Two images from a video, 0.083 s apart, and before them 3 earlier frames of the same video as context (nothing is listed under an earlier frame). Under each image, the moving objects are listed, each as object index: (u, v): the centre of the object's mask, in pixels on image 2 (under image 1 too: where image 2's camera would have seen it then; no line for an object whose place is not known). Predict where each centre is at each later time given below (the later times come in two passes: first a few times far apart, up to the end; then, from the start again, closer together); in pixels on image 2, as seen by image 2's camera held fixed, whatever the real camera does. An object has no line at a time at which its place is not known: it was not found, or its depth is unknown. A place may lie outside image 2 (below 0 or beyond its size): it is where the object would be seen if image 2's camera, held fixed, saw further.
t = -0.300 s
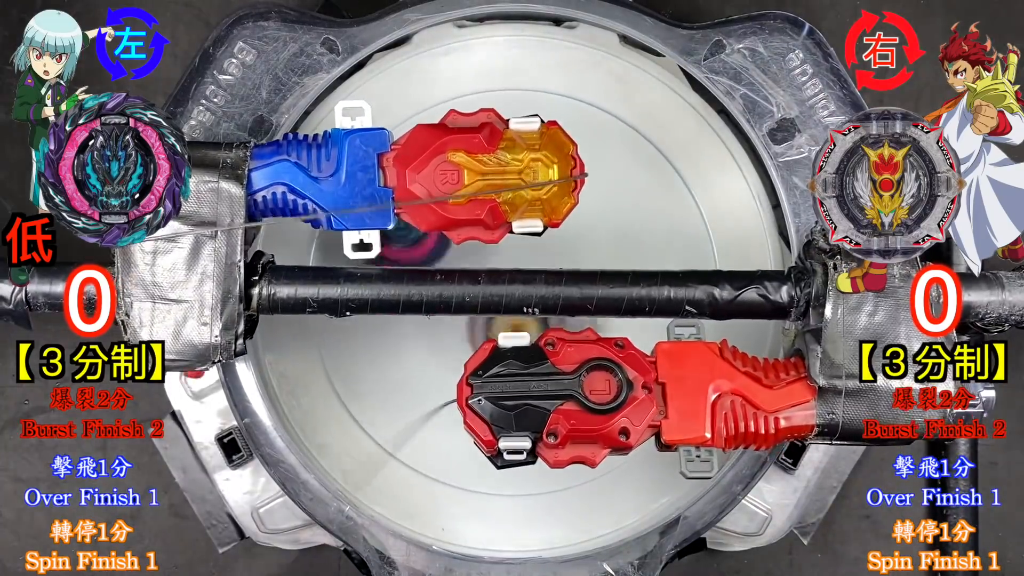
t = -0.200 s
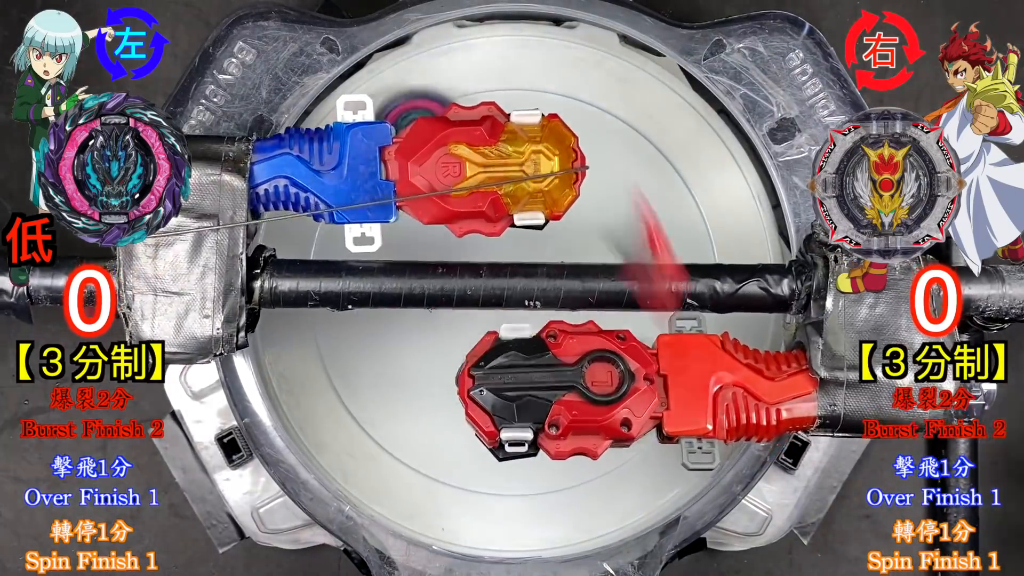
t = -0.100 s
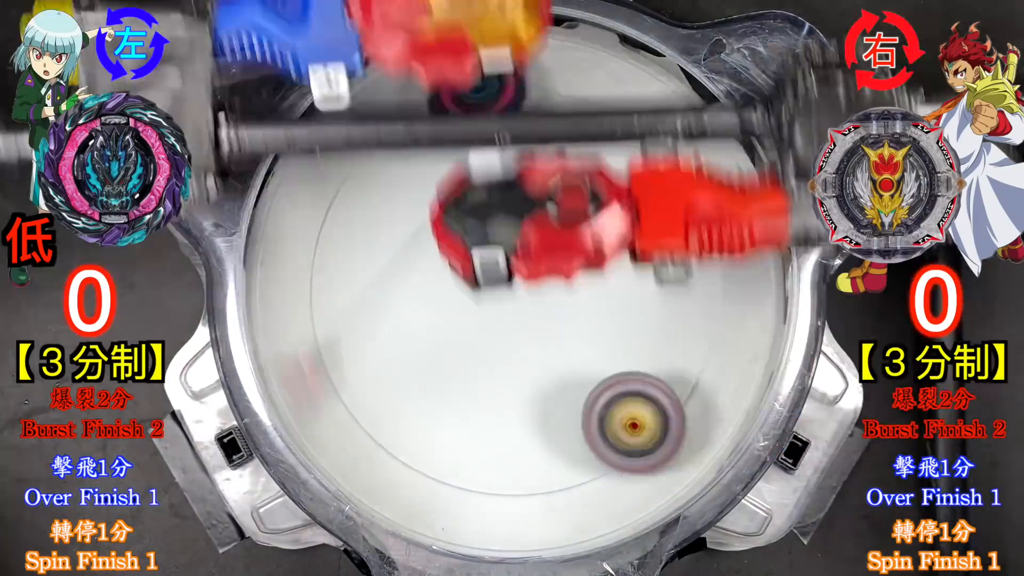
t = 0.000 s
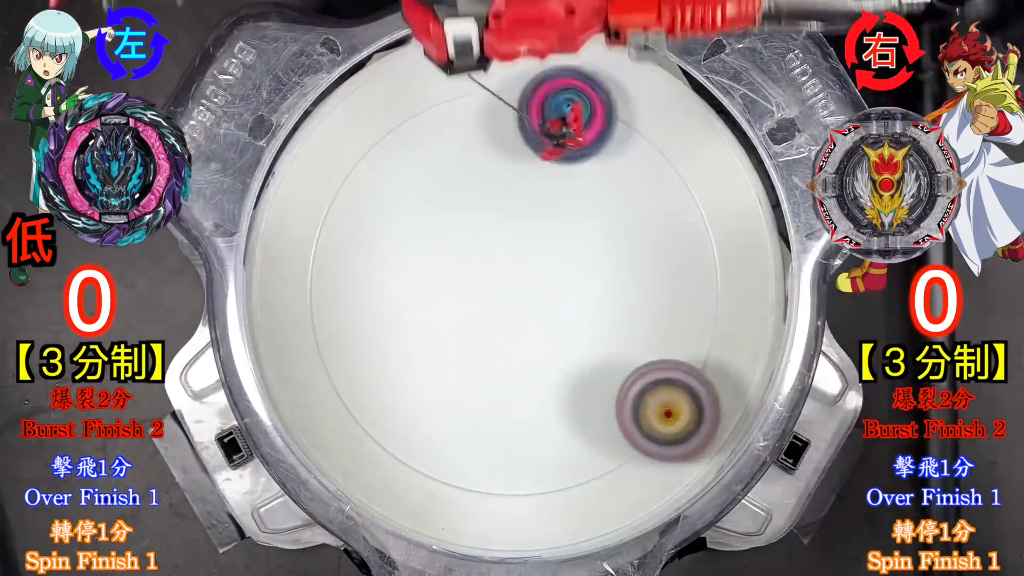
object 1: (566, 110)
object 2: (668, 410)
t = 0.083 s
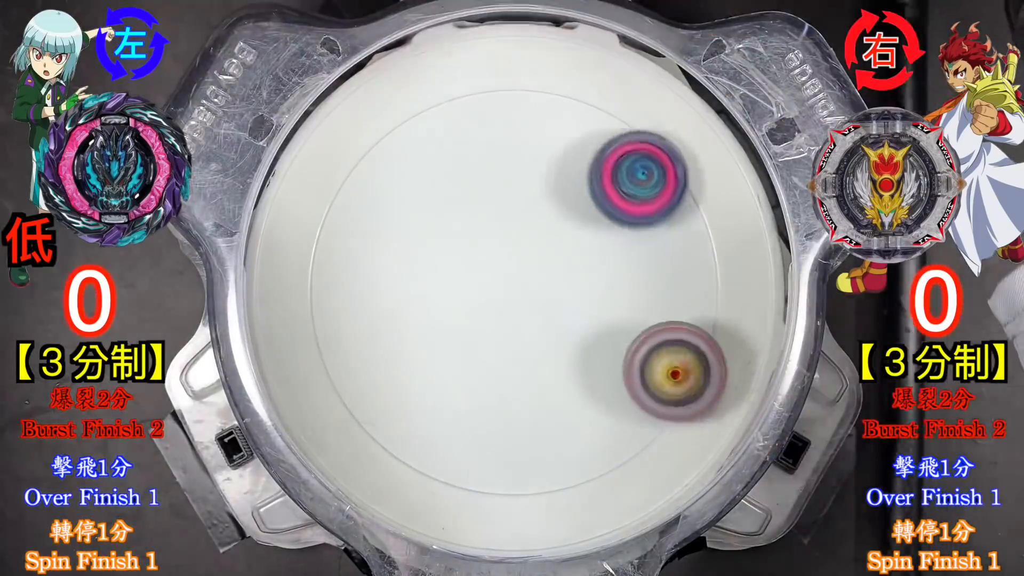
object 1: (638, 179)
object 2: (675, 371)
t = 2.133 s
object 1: (678, 205)
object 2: (503, 208)
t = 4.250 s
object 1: (644, 420)
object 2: (525, 263)
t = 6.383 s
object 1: (527, 275)
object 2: (413, 294)
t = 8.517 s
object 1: (557, 275)
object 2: (470, 314)
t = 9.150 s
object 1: (556, 257)
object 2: (471, 324)
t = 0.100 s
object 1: (651, 196)
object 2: (674, 360)
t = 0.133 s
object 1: (676, 237)
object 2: (670, 338)
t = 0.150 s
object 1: (688, 239)
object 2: (666, 347)
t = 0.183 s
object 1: (708, 244)
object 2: (657, 367)
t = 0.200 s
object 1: (710, 248)
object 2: (652, 375)
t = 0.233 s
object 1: (707, 259)
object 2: (638, 387)
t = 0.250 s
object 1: (704, 265)
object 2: (630, 393)
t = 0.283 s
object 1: (696, 279)
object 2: (615, 402)
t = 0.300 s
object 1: (691, 287)
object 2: (608, 405)
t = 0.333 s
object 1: (678, 306)
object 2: (590, 406)
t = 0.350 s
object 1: (669, 316)
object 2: (581, 407)
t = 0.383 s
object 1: (653, 333)
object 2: (565, 405)
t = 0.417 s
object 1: (634, 349)
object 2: (548, 398)
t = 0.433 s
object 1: (628, 356)
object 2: (535, 396)
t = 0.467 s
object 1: (612, 369)
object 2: (514, 392)
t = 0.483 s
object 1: (603, 374)
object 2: (504, 388)
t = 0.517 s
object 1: (585, 382)
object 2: (482, 380)
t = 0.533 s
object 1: (576, 385)
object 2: (474, 375)
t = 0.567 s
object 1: (554, 390)
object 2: (458, 362)
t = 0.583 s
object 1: (542, 390)
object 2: (448, 356)
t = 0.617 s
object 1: (520, 386)
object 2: (436, 344)
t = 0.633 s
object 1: (512, 383)
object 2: (428, 335)
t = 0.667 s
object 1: (496, 375)
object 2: (413, 320)
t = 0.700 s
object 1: (484, 359)
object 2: (404, 303)
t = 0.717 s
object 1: (479, 348)
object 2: (399, 295)
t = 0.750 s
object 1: (478, 332)
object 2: (385, 279)
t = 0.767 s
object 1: (480, 321)
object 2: (381, 270)
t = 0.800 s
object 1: (488, 299)
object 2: (370, 255)
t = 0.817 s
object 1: (493, 289)
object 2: (368, 250)
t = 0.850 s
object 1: (504, 266)
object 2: (366, 238)
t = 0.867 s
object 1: (512, 255)
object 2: (366, 236)
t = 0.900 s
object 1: (529, 237)
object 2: (373, 230)
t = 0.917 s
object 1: (537, 227)
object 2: (376, 230)
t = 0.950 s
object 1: (559, 212)
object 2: (388, 232)
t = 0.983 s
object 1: (580, 203)
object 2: (401, 237)
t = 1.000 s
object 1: (592, 199)
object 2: (411, 241)
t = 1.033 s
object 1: (616, 197)
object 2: (429, 250)
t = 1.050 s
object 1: (626, 198)
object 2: (439, 258)
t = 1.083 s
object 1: (648, 202)
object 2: (462, 273)
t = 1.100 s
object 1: (659, 208)
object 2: (470, 281)
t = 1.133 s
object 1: (676, 222)
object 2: (495, 301)
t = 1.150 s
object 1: (685, 231)
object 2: (505, 310)
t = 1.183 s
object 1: (696, 254)
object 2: (528, 333)
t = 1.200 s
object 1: (701, 267)
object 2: (540, 343)
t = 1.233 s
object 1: (708, 296)
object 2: (564, 364)
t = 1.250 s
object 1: (707, 312)
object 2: (577, 373)
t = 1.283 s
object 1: (699, 343)
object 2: (599, 390)
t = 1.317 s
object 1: (693, 357)
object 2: (592, 417)
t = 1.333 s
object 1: (687, 361)
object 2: (585, 430)
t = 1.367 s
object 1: (671, 371)
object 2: (574, 452)
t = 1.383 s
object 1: (661, 374)
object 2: (567, 461)
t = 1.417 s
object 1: (639, 384)
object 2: (557, 475)
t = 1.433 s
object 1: (628, 388)
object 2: (550, 481)
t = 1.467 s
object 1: (604, 391)
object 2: (542, 483)
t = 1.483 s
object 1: (592, 390)
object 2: (535, 482)
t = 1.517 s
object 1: (566, 385)
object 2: (526, 473)
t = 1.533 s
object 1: (555, 375)
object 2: (520, 476)
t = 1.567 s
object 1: (533, 353)
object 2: (510, 474)
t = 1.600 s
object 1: (513, 328)
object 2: (502, 469)
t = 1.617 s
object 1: (504, 316)
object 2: (497, 463)
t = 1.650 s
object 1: (490, 288)
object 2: (493, 452)
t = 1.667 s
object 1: (483, 274)
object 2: (490, 445)
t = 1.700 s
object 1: (476, 247)
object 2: (489, 428)
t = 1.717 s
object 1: (473, 232)
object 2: (488, 420)
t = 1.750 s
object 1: (472, 205)
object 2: (488, 398)
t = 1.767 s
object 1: (473, 192)
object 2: (489, 388)
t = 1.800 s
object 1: (479, 168)
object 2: (491, 366)
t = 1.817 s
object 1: (484, 155)
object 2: (493, 355)
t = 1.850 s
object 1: (498, 136)
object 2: (496, 332)
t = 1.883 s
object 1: (515, 121)
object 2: (499, 309)
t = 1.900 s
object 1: (525, 115)
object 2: (502, 300)
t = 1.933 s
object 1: (547, 108)
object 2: (504, 279)
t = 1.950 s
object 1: (559, 106)
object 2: (507, 269)
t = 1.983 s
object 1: (584, 108)
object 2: (508, 253)
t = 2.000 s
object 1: (597, 112)
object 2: (508, 244)
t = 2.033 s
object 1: (618, 128)
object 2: (510, 230)
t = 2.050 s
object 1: (629, 140)
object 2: (508, 225)
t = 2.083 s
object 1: (651, 163)
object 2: (506, 215)
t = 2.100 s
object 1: (660, 176)
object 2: (506, 213)
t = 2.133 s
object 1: (678, 205)
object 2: (503, 208)
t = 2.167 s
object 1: (692, 236)
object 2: (498, 206)
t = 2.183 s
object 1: (696, 251)
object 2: (495, 208)
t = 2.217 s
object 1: (700, 284)
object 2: (488, 212)
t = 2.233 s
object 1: (699, 300)
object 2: (485, 214)
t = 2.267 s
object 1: (691, 333)
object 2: (478, 224)
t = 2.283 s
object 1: (684, 349)
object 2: (472, 229)
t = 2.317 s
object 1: (663, 377)
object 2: (463, 242)
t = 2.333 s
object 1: (648, 390)
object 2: (459, 251)
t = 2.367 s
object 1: (616, 409)
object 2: (450, 268)
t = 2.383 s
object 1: (598, 415)
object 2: (448, 277)
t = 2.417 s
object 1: (559, 423)
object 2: (439, 298)
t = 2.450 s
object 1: (518, 423)
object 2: (433, 319)
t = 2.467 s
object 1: (498, 419)
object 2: (431, 328)
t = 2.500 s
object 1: (491, 436)
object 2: (393, 316)
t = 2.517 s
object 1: (500, 453)
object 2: (359, 296)
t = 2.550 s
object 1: (521, 482)
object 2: (297, 255)
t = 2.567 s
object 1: (530, 488)
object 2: (281, 239)
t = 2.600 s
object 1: (543, 480)
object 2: (240, 184)
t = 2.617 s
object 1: (550, 474)
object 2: (226, 171)
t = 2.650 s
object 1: (557, 456)
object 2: (247, 153)
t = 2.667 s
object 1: (560, 445)
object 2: (268, 151)
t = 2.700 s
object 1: (562, 423)
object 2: (293, 140)
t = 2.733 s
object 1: (558, 398)
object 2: (328, 135)
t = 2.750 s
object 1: (557, 383)
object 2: (336, 130)
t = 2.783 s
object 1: (549, 359)
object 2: (359, 121)
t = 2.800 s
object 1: (544, 344)
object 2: (373, 118)
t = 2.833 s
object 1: (535, 320)
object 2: (404, 121)
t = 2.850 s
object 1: (529, 308)
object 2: (420, 125)
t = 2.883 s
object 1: (522, 284)
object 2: (453, 134)
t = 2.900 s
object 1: (519, 274)
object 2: (468, 139)
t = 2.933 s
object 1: (516, 253)
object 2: (501, 156)
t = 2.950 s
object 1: (521, 261)
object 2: (513, 146)
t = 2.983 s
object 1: (537, 302)
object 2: (526, 96)
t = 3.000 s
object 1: (546, 323)
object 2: (531, 72)
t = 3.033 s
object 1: (561, 359)
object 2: (537, 63)
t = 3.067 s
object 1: (574, 393)
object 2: (538, 82)
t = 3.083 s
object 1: (579, 405)
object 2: (535, 93)
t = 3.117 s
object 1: (584, 430)
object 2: (531, 120)
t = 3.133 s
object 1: (586, 439)
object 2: (528, 134)
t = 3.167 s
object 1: (582, 453)
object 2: (521, 167)
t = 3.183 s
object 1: (580, 456)
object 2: (518, 185)
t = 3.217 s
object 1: (569, 458)
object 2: (507, 218)
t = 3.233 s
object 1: (563, 457)
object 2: (502, 237)
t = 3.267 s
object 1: (547, 448)
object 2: (490, 271)
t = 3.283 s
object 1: (538, 444)
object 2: (482, 287)
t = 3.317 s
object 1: (519, 426)
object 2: (469, 319)
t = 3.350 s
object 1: (507, 430)
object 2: (448, 324)
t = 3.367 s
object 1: (505, 435)
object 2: (437, 319)
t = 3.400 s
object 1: (496, 440)
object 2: (414, 309)
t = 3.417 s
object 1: (492, 440)
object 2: (406, 303)
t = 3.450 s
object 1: (482, 433)
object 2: (390, 293)
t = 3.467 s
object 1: (476, 429)
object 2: (385, 289)
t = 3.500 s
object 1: (466, 414)
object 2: (375, 282)
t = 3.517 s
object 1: (460, 404)
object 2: (372, 280)
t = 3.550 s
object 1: (452, 385)
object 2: (367, 276)
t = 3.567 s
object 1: (448, 372)
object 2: (367, 276)
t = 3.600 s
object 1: (442, 350)
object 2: (367, 273)
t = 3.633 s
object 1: (448, 326)
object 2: (367, 272)
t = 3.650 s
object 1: (456, 316)
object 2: (364, 271)
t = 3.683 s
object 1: (473, 299)
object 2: (357, 267)
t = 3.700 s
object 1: (483, 291)
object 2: (356, 267)
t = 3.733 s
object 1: (501, 276)
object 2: (355, 267)
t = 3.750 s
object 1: (511, 270)
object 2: (358, 269)
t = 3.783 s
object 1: (532, 259)
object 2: (363, 271)
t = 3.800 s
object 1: (542, 255)
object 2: (367, 274)
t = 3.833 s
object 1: (562, 251)
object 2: (377, 279)
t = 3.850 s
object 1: (574, 249)
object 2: (383, 282)
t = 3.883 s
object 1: (594, 249)
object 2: (394, 287)
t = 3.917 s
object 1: (615, 253)
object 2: (406, 294)
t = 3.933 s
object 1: (625, 256)
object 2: (413, 295)
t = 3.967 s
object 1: (643, 266)
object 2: (426, 301)
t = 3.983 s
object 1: (651, 273)
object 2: (433, 301)
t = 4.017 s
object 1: (666, 287)
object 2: (446, 304)
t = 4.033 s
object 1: (671, 296)
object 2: (453, 303)
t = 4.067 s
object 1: (680, 316)
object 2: (467, 303)
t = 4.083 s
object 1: (683, 325)
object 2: (473, 300)
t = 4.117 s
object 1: (685, 345)
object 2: (487, 297)
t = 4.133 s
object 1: (684, 357)
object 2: (492, 294)
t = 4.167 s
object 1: (679, 377)
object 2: (504, 287)
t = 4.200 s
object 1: (667, 397)
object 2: (514, 278)
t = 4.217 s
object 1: (660, 406)
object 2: (519, 274)
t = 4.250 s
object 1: (644, 420)
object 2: (525, 263)
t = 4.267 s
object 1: (632, 425)
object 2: (529, 258)
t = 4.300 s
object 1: (608, 432)
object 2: (532, 246)
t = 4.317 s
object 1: (597, 433)
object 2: (535, 241)
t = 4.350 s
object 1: (571, 429)
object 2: (534, 230)
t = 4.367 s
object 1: (559, 426)
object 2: (534, 223)
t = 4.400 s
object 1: (535, 416)
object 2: (531, 214)
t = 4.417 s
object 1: (524, 409)
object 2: (528, 208)
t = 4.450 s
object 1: (502, 390)
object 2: (522, 201)
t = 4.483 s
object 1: (485, 369)
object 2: (517, 193)
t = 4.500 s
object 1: (478, 358)
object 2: (514, 191)
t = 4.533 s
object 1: (466, 331)
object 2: (506, 187)
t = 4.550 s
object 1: (462, 318)
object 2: (502, 186)
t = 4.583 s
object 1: (457, 292)
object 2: (491, 184)
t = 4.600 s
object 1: (457, 279)
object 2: (488, 183)
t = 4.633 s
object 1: (451, 280)
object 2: (490, 150)
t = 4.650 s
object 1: (448, 284)
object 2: (492, 130)
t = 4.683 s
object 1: (444, 293)
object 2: (493, 98)
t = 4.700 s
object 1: (444, 295)
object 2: (494, 81)
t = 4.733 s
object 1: (446, 298)
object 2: (495, 60)
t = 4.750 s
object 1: (446, 298)
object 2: (494, 63)
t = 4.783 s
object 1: (449, 297)
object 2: (492, 75)
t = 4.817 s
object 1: (455, 293)
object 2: (489, 98)
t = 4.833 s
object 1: (458, 290)
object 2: (487, 109)
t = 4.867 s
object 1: (466, 281)
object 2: (486, 136)
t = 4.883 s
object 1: (471, 276)
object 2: (485, 151)
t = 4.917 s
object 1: (479, 273)
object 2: (483, 174)
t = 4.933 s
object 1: (484, 282)
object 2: (481, 171)
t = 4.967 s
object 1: (492, 299)
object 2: (483, 168)
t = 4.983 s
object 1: (497, 306)
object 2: (484, 167)
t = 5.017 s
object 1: (506, 317)
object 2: (483, 166)
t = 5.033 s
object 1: (510, 321)
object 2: (484, 166)
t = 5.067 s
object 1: (515, 326)
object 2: (486, 169)
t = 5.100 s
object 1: (519, 329)
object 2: (486, 172)
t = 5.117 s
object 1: (521, 328)
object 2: (487, 173)
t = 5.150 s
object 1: (521, 326)
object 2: (491, 178)
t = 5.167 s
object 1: (521, 323)
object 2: (493, 181)
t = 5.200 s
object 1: (521, 317)
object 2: (495, 185)
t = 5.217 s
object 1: (521, 313)
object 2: (498, 187)
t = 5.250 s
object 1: (519, 306)
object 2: (502, 193)
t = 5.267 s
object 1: (519, 303)
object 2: (503, 195)
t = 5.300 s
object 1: (520, 298)
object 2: (507, 197)
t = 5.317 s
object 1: (521, 298)
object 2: (510, 195)
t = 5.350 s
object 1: (522, 295)
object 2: (513, 194)
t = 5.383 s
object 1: (524, 292)
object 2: (516, 190)
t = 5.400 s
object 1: (525, 291)
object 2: (518, 187)
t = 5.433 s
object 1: (526, 287)
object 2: (523, 185)
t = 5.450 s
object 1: (527, 285)
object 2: (525, 183)
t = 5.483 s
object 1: (528, 282)
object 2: (528, 180)
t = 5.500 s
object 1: (529, 280)
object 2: (530, 178)
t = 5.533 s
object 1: (530, 278)
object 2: (534, 175)
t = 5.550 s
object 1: (531, 278)
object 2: (536, 174)
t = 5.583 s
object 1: (533, 277)
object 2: (539, 172)
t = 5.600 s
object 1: (534, 277)
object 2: (540, 171)
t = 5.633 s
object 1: (536, 275)
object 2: (543, 171)
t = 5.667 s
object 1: (538, 274)
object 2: (544, 172)
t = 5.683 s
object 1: (540, 275)
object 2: (546, 172)
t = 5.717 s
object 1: (537, 285)
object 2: (549, 177)
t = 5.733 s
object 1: (534, 293)
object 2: (548, 178)
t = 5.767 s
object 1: (524, 297)
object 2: (548, 198)
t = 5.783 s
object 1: (514, 307)
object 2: (558, 198)
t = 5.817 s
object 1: (495, 298)
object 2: (582, 214)
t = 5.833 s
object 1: (488, 291)
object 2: (594, 226)
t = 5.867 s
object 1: (488, 277)
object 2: (613, 250)
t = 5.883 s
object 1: (492, 270)
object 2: (616, 263)
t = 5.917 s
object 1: (498, 264)
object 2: (616, 284)
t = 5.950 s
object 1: (505, 268)
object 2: (608, 300)
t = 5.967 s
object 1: (507, 269)
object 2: (607, 307)
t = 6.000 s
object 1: (509, 276)
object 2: (598, 322)
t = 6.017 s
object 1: (504, 279)
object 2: (599, 332)
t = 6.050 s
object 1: (499, 284)
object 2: (597, 350)
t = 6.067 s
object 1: (500, 282)
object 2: (592, 355)
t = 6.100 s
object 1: (503, 276)
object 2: (582, 362)
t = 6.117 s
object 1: (502, 273)
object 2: (574, 363)
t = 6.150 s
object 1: (498, 275)
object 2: (556, 366)
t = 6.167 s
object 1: (494, 280)
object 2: (545, 368)
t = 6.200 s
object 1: (494, 273)
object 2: (527, 394)
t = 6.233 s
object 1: (507, 270)
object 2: (506, 374)
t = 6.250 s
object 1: (512, 258)
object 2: (489, 385)
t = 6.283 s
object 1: (530, 283)
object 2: (467, 383)
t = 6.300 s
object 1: (531, 283)
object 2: (462, 362)
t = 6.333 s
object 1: (514, 278)
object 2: (425, 340)
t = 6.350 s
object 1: (523, 293)
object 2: (416, 328)
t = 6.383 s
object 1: (527, 275)
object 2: (413, 294)
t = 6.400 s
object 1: (535, 273)
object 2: (397, 289)
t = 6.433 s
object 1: (534, 284)
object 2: (426, 290)
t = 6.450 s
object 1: (614, 286)
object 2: (369, 279)
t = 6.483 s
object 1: (632, 356)
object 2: (413, 308)
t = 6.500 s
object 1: (580, 374)
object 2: (479, 291)
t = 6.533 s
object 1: (507, 334)
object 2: (547, 194)
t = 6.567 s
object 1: (481, 281)
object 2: (520, 156)
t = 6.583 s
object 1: (471, 302)
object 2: (514, 122)
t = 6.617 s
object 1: (472, 285)
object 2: (491, 174)
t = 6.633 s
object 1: (472, 300)
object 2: (519, 192)
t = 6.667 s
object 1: (472, 301)
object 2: (594, 248)
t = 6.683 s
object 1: (479, 301)
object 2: (610, 259)
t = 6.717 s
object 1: (496, 304)
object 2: (601, 260)
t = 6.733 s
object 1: (490, 315)
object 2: (598, 268)
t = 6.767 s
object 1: (438, 303)
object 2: (590, 277)
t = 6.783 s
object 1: (429, 267)
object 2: (567, 278)
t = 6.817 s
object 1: (443, 188)
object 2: (600, 340)
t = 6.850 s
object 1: (481, 148)
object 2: (575, 335)
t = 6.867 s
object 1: (511, 224)
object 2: (477, 358)
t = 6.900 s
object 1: (528, 249)
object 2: (534, 348)
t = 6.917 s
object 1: (550, 191)
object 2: (512, 353)
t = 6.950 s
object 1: (565, 254)
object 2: (457, 321)
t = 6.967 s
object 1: (577, 268)
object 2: (436, 317)
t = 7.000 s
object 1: (577, 291)
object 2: (430, 270)
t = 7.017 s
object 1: (573, 300)
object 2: (477, 276)
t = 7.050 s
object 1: (598, 311)
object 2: (459, 283)
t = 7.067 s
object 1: (589, 311)
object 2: (458, 282)
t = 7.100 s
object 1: (593, 312)
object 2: (432, 279)
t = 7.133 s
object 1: (566, 321)
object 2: (469, 257)
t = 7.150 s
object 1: (560, 365)
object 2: (462, 216)
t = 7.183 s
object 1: (502, 377)
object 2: (508, 203)
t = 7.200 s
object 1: (489, 332)
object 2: (522, 238)
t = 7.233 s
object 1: (441, 296)
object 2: (571, 255)
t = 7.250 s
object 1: (462, 266)
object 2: (562, 279)
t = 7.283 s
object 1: (471, 220)
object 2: (554, 344)
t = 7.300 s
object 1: (496, 219)
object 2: (533, 341)
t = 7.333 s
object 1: (560, 227)
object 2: (495, 340)
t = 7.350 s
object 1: (575, 248)
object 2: (490, 310)
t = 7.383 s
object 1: (582, 291)
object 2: (464, 275)
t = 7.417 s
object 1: (587, 356)
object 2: (465, 256)
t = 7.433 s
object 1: (546, 363)
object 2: (491, 275)
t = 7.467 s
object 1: (487, 353)
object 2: (510, 253)
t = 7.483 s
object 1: (471, 336)
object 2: (529, 250)
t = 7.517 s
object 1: (454, 304)
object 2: (554, 273)
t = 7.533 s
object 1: (455, 281)
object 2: (555, 286)
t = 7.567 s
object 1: (455, 247)
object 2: (548, 299)
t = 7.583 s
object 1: (466, 243)
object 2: (548, 306)
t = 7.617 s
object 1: (487, 236)
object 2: (535, 326)
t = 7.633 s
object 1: (491, 226)
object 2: (527, 336)
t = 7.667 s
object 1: (516, 214)
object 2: (525, 332)
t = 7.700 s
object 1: (538, 230)
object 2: (511, 329)
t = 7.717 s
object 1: (546, 232)
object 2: (500, 328)
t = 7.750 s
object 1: (553, 234)
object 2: (487, 318)
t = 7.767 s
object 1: (556, 241)
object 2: (481, 323)
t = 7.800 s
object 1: (577, 253)
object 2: (465, 315)
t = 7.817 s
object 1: (574, 255)
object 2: (469, 314)
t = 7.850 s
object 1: (558, 267)
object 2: (475, 318)
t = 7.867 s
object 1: (564, 266)
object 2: (459, 332)
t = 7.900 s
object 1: (564, 278)
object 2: (454, 342)
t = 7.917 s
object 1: (559, 285)
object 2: (463, 325)
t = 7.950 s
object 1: (574, 280)
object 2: (444, 304)
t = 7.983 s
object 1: (564, 278)
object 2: (477, 307)
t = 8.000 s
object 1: (561, 270)
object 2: (480, 323)
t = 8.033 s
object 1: (548, 278)
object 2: (471, 344)
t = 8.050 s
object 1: (547, 280)
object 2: (469, 345)
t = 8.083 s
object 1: (560, 275)
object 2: (463, 315)
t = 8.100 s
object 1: (564, 271)
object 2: (467, 295)
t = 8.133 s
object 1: (559, 268)
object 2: (470, 295)
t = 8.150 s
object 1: (556, 265)
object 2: (471, 312)
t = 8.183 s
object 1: (556, 274)
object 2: (460, 328)
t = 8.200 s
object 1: (559, 273)
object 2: (462, 318)
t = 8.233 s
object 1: (574, 272)
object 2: (475, 295)
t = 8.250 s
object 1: (572, 270)
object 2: (484, 296)
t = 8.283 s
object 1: (569, 270)
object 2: (479, 307)
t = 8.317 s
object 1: (567, 272)
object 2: (467, 314)
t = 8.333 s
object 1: (565, 278)
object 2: (458, 316)
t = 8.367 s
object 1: (566, 282)
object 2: (461, 306)
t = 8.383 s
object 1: (563, 285)
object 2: (465, 296)
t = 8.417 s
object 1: (568, 284)
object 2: (468, 290)
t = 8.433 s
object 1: (565, 286)
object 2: (470, 293)
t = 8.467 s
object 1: (569, 283)
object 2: (474, 299)
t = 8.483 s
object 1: (564, 277)
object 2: (474, 302)
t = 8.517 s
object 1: (557, 275)
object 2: (470, 314)
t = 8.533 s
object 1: (554, 274)
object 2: (464, 310)
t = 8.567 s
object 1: (546, 265)
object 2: (452, 307)
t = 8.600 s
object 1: (535, 254)
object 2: (447, 299)
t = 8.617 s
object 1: (545, 256)
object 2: (445, 295)
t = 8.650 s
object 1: (543, 256)
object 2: (461, 297)
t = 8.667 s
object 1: (542, 262)
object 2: (470, 301)
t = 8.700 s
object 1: (543, 252)
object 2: (469, 318)
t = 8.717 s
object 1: (543, 251)
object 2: (472, 321)
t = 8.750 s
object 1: (548, 249)
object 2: (476, 327)
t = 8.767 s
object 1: (549, 249)
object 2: (477, 330)
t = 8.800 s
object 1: (551, 248)
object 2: (475, 333)
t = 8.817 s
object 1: (550, 247)
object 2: (474, 333)
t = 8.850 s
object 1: (547, 248)
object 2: (474, 332)
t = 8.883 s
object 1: (543, 250)
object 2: (473, 330)
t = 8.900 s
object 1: (540, 253)
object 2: (474, 328)
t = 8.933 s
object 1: (537, 257)
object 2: (478, 327)
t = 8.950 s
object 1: (539, 259)
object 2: (478, 328)
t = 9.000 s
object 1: (542, 262)
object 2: (478, 327)
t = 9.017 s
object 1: (544, 263)
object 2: (477, 326)
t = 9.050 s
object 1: (550, 261)
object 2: (476, 327)
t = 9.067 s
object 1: (553, 260)
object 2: (473, 327)
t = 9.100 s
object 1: (557, 258)
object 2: (470, 327)
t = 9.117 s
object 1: (557, 257)
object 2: (469, 326)
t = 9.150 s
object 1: (556, 257)
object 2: (471, 324)
